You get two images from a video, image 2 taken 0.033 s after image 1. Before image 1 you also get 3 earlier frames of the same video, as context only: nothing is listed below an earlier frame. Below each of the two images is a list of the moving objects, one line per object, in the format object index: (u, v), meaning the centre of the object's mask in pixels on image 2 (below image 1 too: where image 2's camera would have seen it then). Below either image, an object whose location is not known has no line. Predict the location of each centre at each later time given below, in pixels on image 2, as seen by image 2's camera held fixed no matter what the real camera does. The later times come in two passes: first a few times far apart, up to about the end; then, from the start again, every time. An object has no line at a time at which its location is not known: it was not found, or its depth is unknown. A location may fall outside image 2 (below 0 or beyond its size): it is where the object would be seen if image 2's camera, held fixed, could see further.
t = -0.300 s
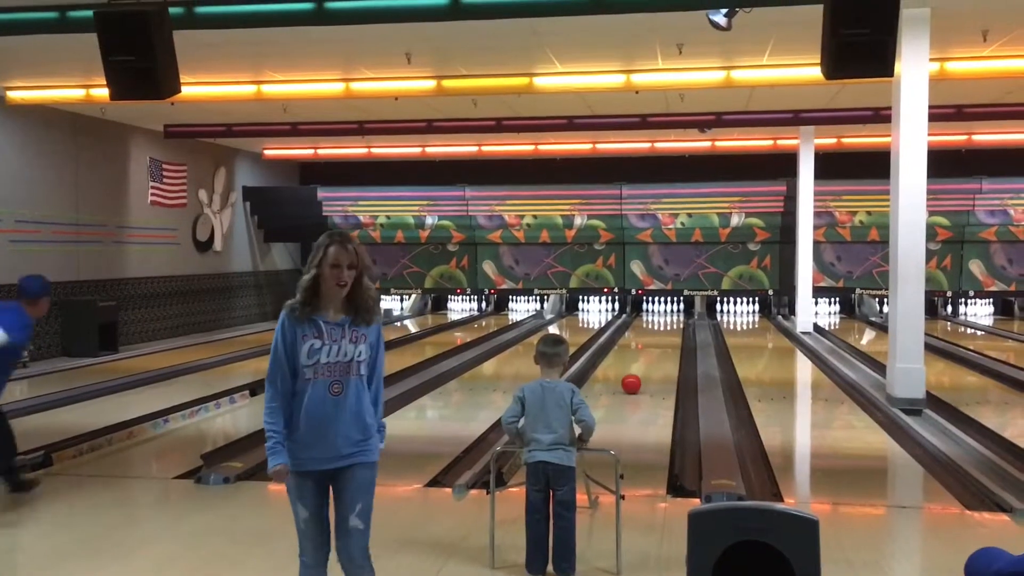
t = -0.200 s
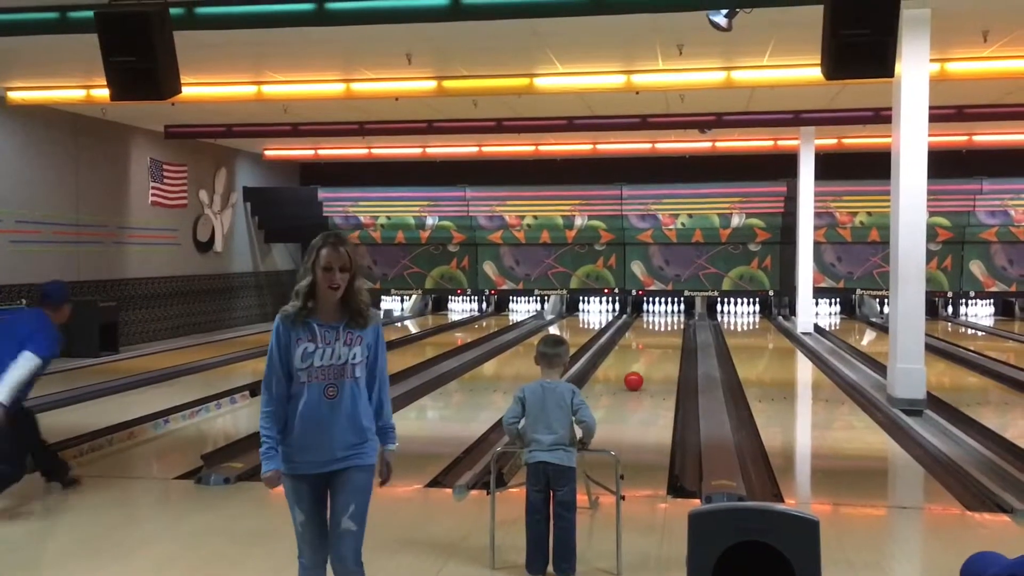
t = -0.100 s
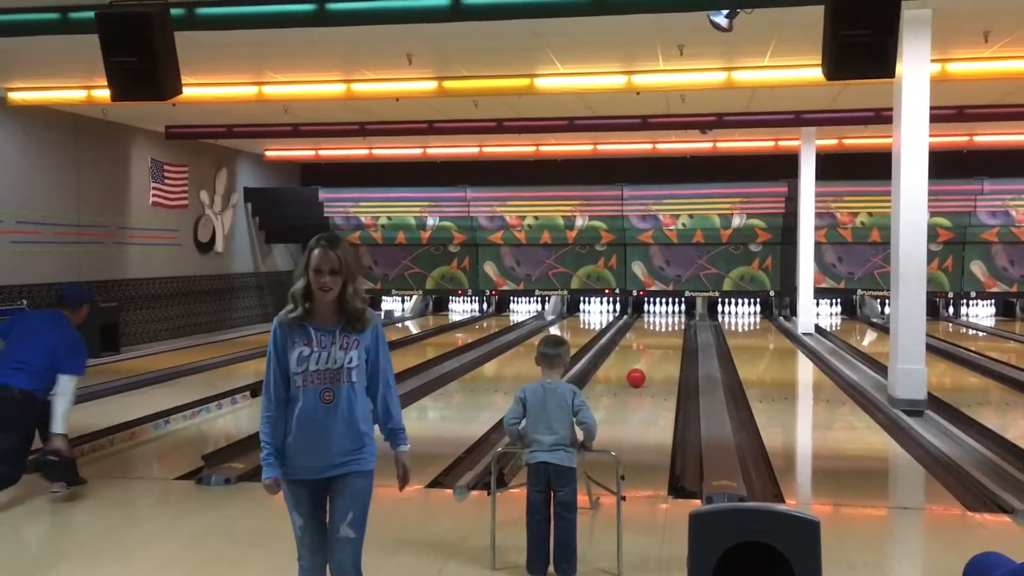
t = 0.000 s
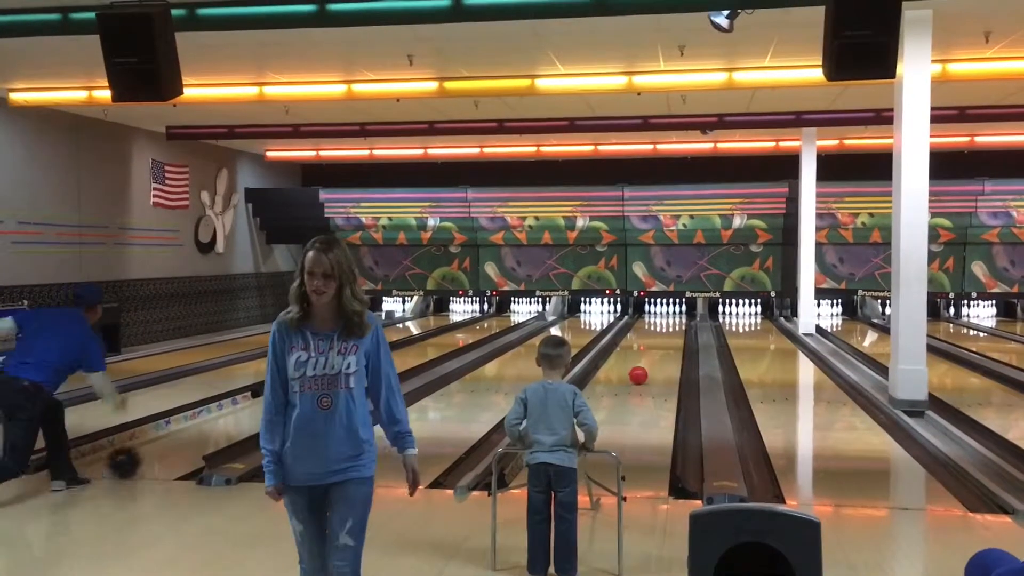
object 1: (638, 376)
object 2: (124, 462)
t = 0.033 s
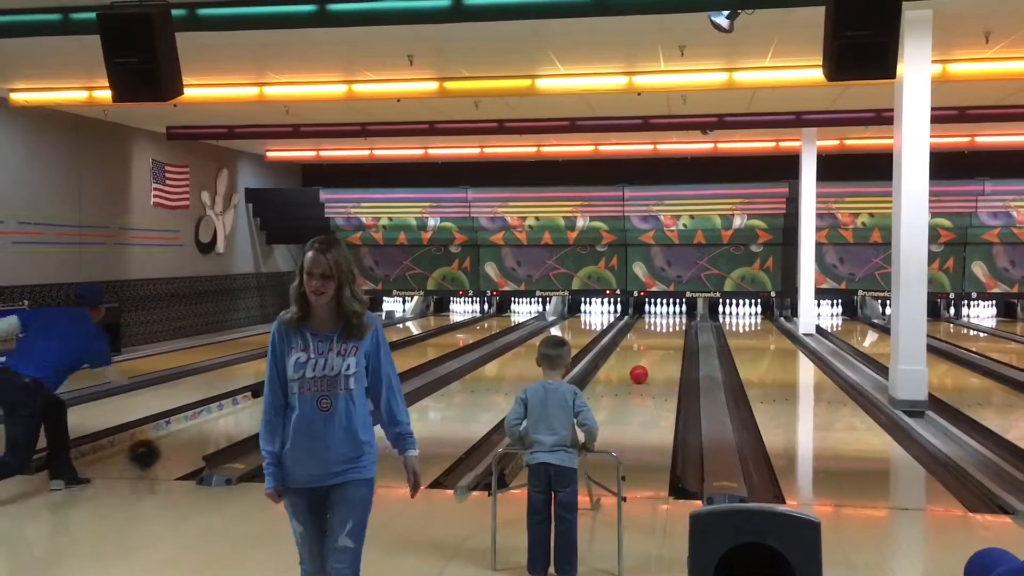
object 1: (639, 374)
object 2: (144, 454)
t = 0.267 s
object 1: (642, 367)
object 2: (247, 413)
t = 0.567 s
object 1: (645, 360)
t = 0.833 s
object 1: (648, 354)
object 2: (382, 361)
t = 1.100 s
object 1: (649, 349)
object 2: (419, 347)
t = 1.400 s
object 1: (651, 344)
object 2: (450, 335)
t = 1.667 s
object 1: (654, 340)
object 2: (471, 327)
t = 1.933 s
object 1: (656, 335)
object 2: (488, 321)
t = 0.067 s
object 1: (639, 373)
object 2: (162, 448)
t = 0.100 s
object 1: (640, 372)
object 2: (179, 441)
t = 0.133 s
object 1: (640, 372)
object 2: (194, 435)
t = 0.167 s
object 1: (640, 370)
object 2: (209, 429)
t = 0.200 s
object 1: (641, 370)
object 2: (223, 423)
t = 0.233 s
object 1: (641, 369)
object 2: (236, 418)
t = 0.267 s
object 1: (642, 367)
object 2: (247, 413)
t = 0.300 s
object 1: (642, 367)
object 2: (252, 409)
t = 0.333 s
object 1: (642, 366)
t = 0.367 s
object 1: (643, 365)
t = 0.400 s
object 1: (643, 364)
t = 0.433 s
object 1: (644, 363)
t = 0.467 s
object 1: (644, 362)
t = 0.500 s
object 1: (644, 361)
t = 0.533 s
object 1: (645, 361)
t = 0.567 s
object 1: (645, 360)
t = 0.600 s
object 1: (645, 359)
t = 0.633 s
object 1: (646, 359)
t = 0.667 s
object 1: (646, 358)
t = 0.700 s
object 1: (646, 357)
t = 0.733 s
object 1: (647, 356)
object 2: (370, 365)
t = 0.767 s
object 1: (647, 355)
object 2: (371, 365)
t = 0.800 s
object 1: (647, 355)
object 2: (377, 364)
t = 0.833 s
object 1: (648, 354)
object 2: (382, 361)
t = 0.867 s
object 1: (648, 354)
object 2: (388, 359)
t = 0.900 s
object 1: (648, 352)
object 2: (393, 357)
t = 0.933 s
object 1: (648, 352)
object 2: (397, 356)
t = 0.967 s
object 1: (649, 352)
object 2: (402, 354)
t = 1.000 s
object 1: (649, 351)
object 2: (407, 352)
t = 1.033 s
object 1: (649, 351)
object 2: (411, 350)
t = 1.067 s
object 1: (649, 349)
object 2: (415, 349)
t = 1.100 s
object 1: (649, 349)
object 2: (419, 347)
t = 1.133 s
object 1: (650, 348)
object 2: (423, 346)
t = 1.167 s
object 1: (650, 347)
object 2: (427, 345)
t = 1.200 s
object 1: (650, 347)
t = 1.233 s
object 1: (650, 346)
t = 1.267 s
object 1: (651, 346)
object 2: (437, 340)
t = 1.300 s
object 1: (651, 345)
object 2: (440, 338)
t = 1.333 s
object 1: (651, 345)
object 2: (444, 337)
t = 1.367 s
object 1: (651, 344)
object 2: (447, 336)
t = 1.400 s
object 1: (651, 344)
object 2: (450, 335)
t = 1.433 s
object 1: (651, 343)
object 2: (453, 334)
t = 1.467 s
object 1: (651, 343)
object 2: (455, 333)
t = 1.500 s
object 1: (653, 342)
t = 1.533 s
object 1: (653, 341)
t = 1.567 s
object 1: (653, 341)
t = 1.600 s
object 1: (654, 341)
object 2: (466, 329)
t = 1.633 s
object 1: (653, 341)
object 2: (469, 328)
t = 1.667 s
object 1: (654, 340)
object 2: (471, 327)
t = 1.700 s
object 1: (654, 340)
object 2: (474, 326)
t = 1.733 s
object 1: (654, 338)
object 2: (476, 325)
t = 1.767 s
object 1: (655, 337)
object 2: (478, 325)
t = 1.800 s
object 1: (655, 337)
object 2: (481, 324)
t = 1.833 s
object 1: (655, 336)
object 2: (483, 323)
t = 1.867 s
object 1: (655, 336)
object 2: (485, 322)
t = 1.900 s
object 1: (655, 336)
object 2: (487, 321)
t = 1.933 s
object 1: (656, 335)
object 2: (488, 321)
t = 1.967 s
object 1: (656, 335)
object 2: (490, 320)
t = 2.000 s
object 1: (656, 334)
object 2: (492, 318)
